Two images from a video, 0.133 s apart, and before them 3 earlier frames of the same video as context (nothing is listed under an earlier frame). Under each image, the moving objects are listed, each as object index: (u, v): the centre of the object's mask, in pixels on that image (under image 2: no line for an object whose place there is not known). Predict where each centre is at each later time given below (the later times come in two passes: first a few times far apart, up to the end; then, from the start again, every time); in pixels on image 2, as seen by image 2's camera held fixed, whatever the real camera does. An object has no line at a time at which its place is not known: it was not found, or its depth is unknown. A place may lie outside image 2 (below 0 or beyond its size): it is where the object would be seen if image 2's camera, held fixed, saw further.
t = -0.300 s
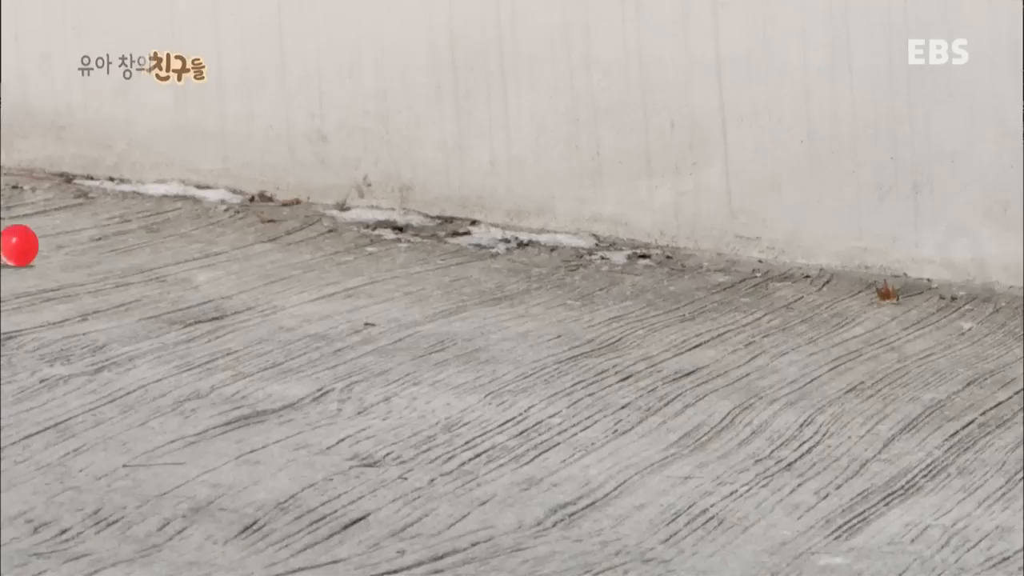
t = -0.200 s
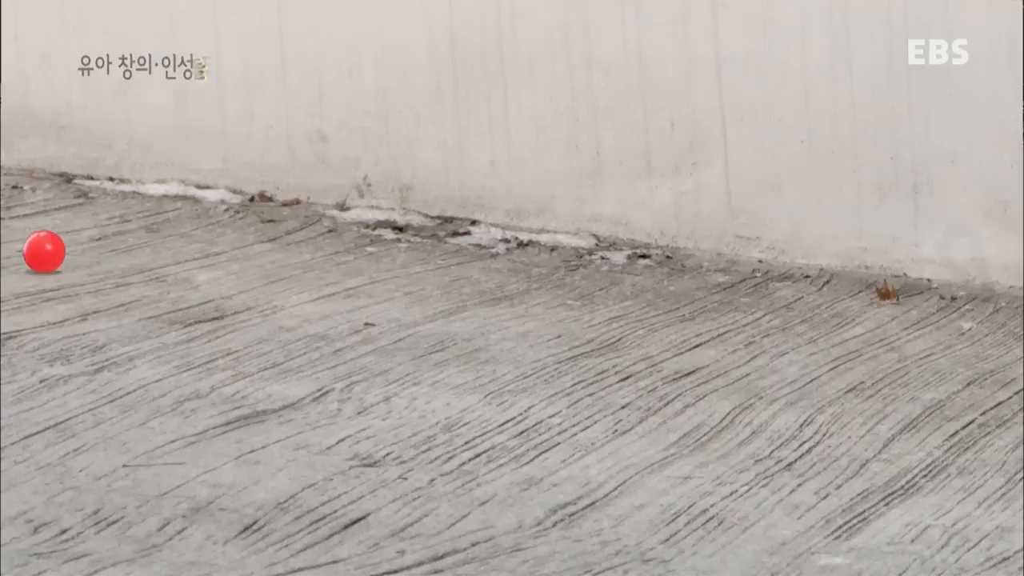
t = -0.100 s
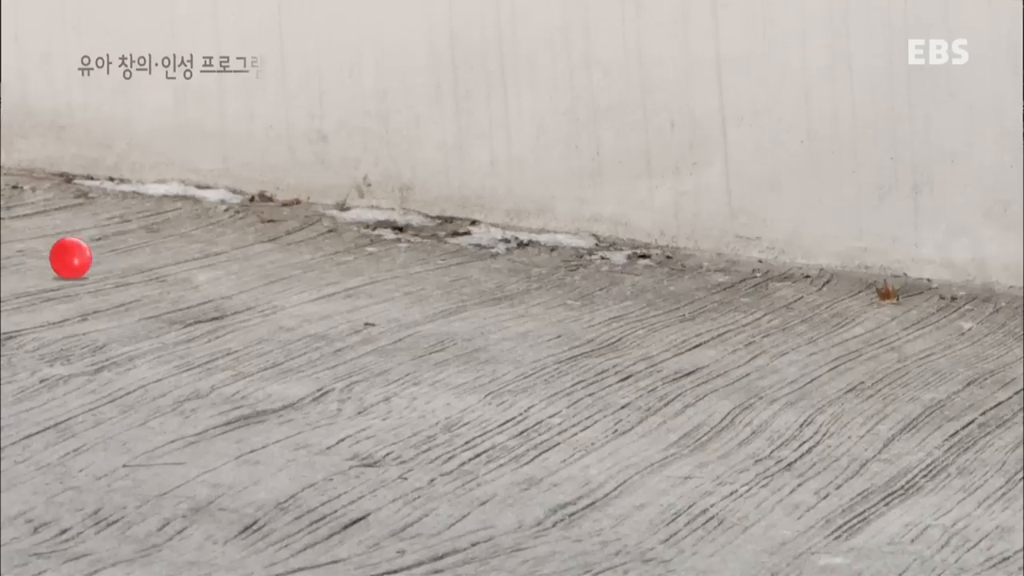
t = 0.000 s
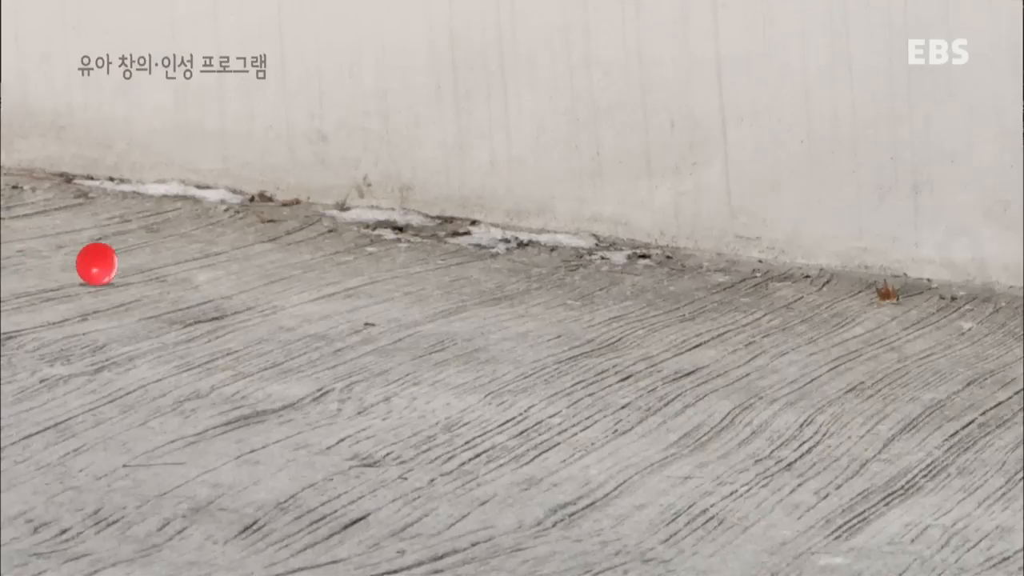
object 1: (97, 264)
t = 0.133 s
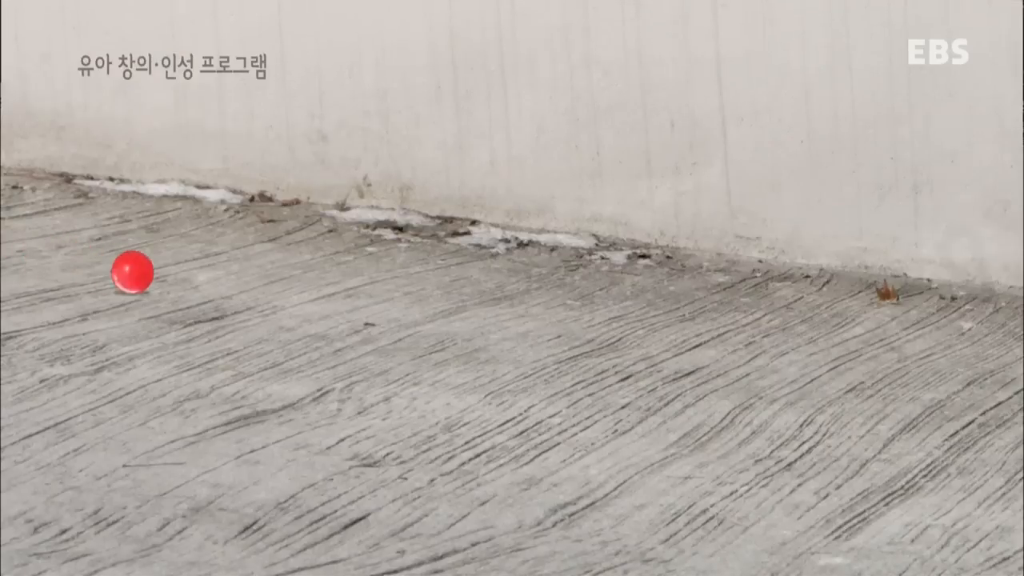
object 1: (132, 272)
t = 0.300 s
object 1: (177, 283)
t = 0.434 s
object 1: (209, 289)
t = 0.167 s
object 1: (141, 274)
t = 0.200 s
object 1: (150, 276)
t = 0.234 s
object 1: (159, 279)
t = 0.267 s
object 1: (168, 280)
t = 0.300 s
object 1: (177, 283)
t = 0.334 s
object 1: (185, 285)
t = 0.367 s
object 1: (194, 287)
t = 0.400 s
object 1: (203, 289)
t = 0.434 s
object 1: (209, 289)
